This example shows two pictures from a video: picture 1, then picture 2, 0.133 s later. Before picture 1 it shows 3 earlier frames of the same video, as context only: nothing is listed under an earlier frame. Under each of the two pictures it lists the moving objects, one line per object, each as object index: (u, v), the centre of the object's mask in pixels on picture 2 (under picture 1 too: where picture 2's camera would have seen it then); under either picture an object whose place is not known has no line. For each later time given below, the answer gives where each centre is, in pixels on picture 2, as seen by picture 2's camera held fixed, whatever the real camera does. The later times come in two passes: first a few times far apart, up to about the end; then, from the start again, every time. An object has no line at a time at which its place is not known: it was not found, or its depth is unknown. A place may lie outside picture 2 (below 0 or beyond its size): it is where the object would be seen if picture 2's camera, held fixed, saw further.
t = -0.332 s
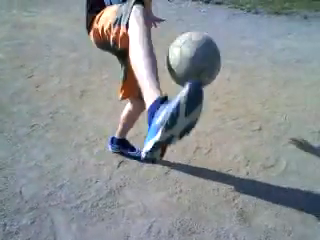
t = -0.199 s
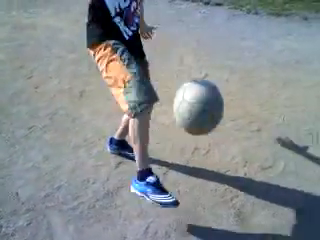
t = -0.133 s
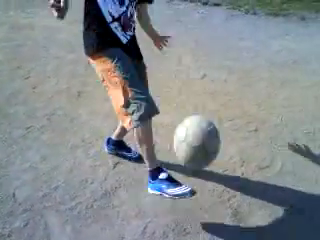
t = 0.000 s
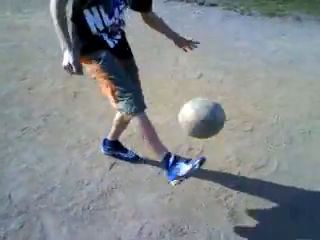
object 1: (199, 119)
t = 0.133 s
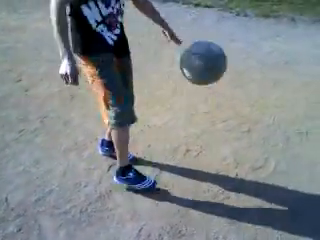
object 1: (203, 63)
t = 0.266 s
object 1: (205, 34)
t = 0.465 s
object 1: (199, 50)
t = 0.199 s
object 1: (204, 44)
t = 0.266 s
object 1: (205, 34)
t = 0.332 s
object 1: (204, 31)
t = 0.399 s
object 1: (202, 37)
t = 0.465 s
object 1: (199, 50)
